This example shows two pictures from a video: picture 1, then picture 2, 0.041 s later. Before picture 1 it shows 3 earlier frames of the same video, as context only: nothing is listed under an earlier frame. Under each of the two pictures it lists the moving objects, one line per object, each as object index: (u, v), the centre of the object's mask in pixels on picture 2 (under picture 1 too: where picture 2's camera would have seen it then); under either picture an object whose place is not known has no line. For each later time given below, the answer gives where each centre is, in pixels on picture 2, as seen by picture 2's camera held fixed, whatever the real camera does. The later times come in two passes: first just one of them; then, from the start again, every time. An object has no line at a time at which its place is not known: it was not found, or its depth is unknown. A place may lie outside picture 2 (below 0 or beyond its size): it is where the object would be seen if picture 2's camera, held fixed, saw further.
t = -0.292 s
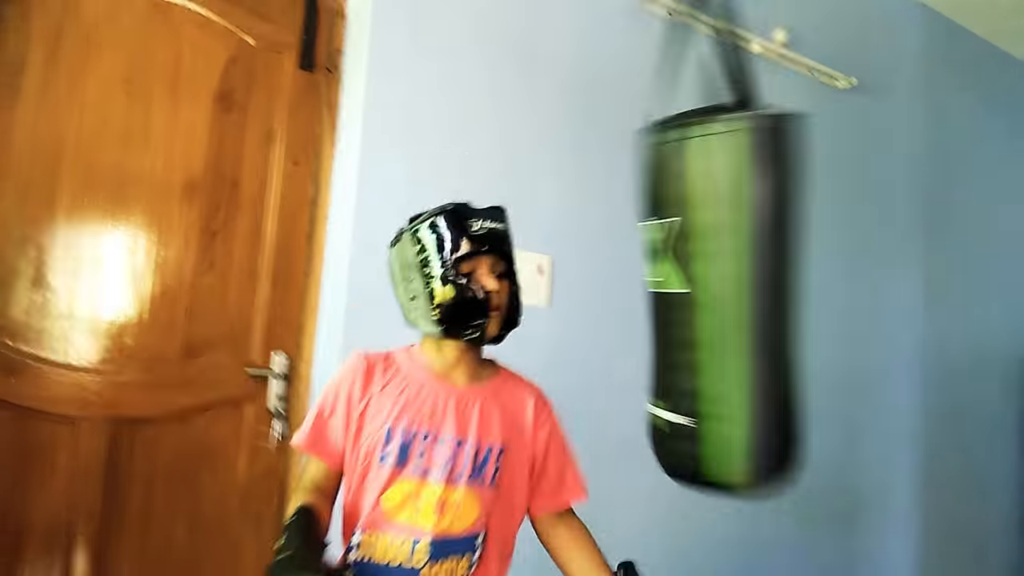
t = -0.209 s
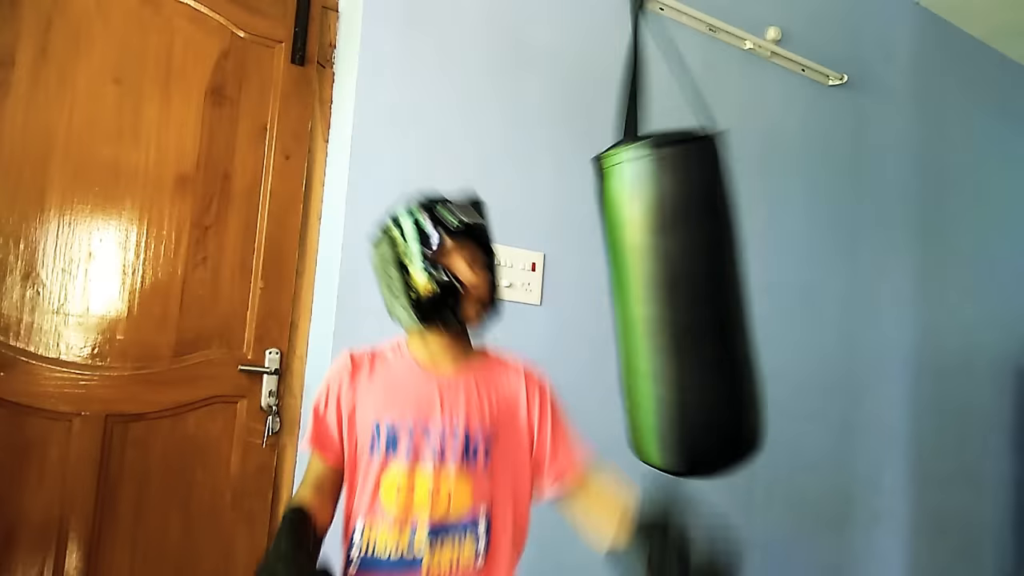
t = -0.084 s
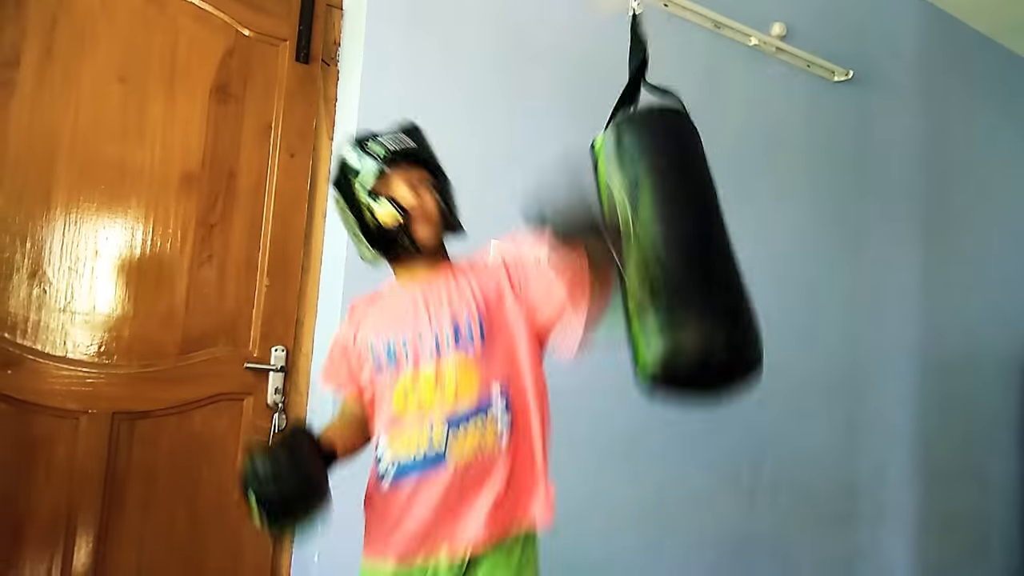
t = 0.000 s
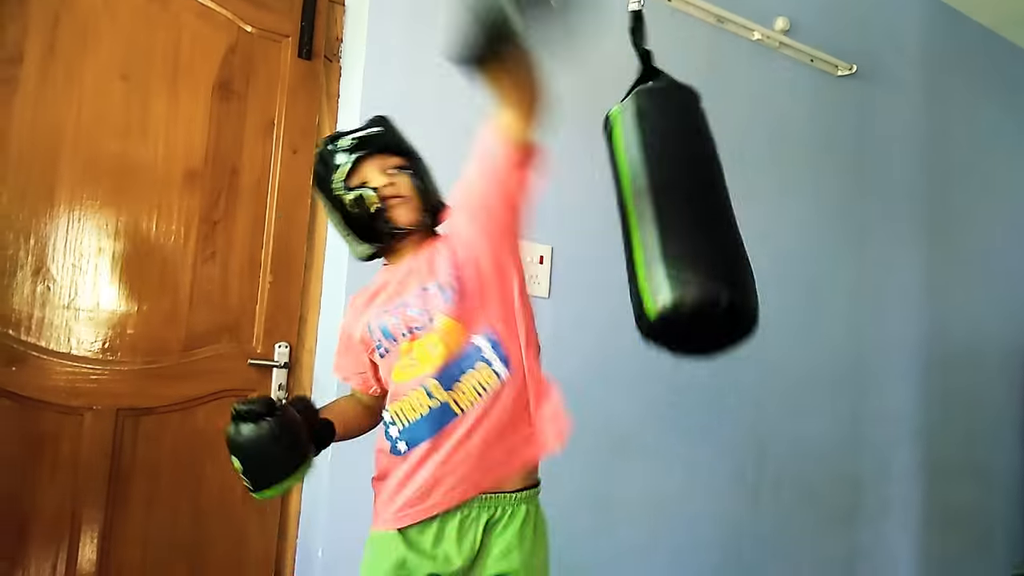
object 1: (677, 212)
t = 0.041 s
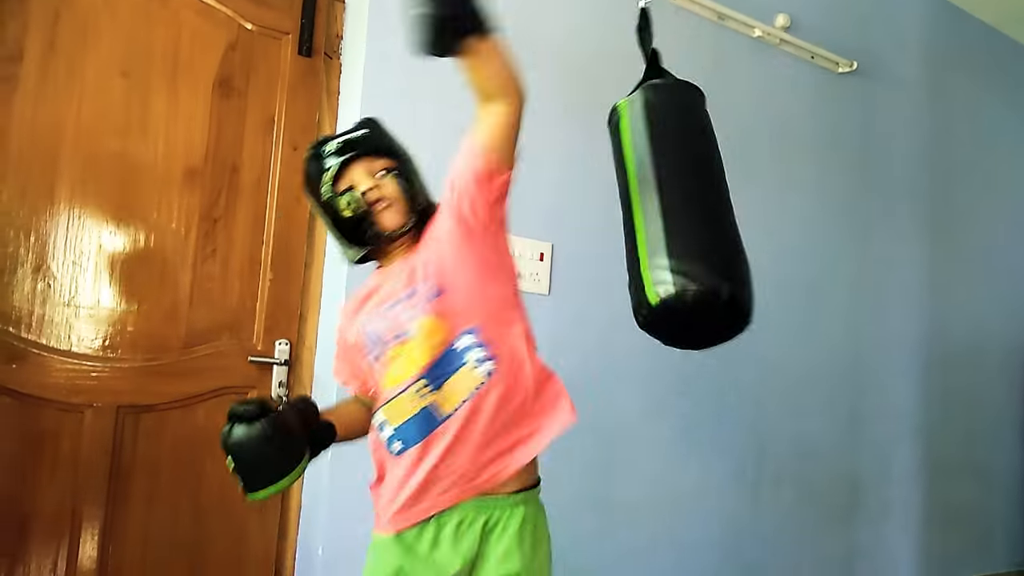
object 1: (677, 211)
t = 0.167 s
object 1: (674, 230)
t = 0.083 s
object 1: (676, 214)
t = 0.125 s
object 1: (675, 221)
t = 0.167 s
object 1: (674, 230)
